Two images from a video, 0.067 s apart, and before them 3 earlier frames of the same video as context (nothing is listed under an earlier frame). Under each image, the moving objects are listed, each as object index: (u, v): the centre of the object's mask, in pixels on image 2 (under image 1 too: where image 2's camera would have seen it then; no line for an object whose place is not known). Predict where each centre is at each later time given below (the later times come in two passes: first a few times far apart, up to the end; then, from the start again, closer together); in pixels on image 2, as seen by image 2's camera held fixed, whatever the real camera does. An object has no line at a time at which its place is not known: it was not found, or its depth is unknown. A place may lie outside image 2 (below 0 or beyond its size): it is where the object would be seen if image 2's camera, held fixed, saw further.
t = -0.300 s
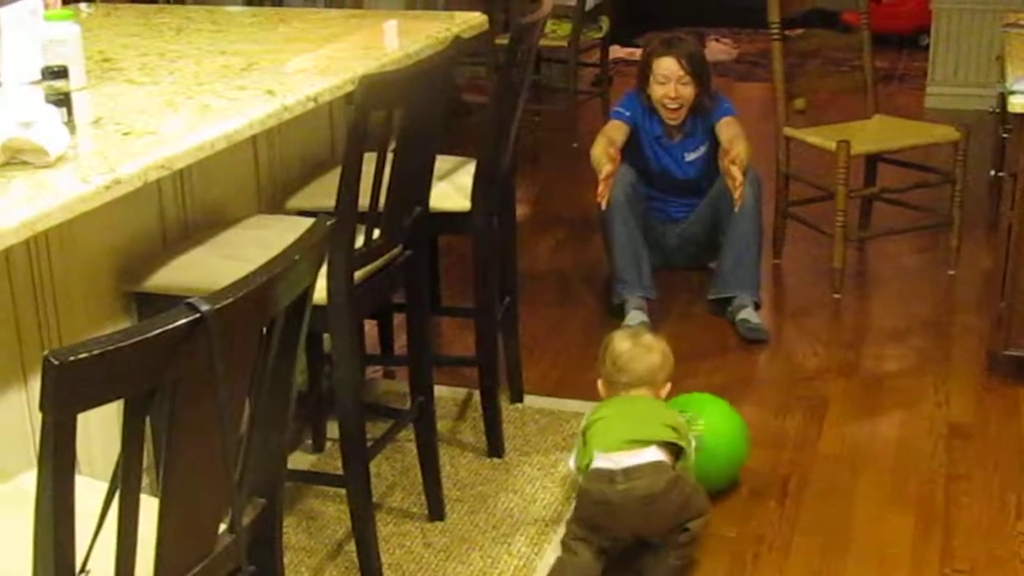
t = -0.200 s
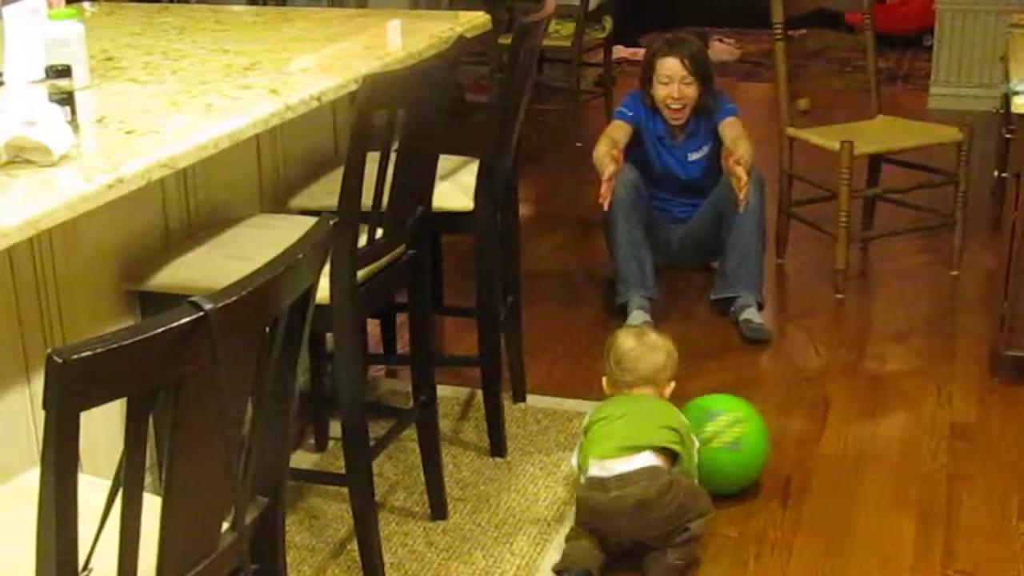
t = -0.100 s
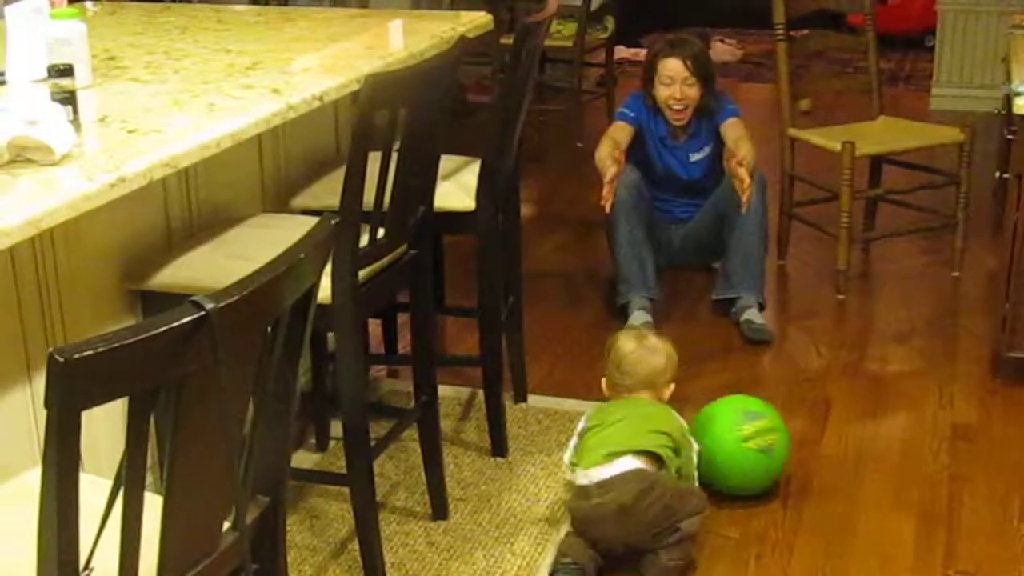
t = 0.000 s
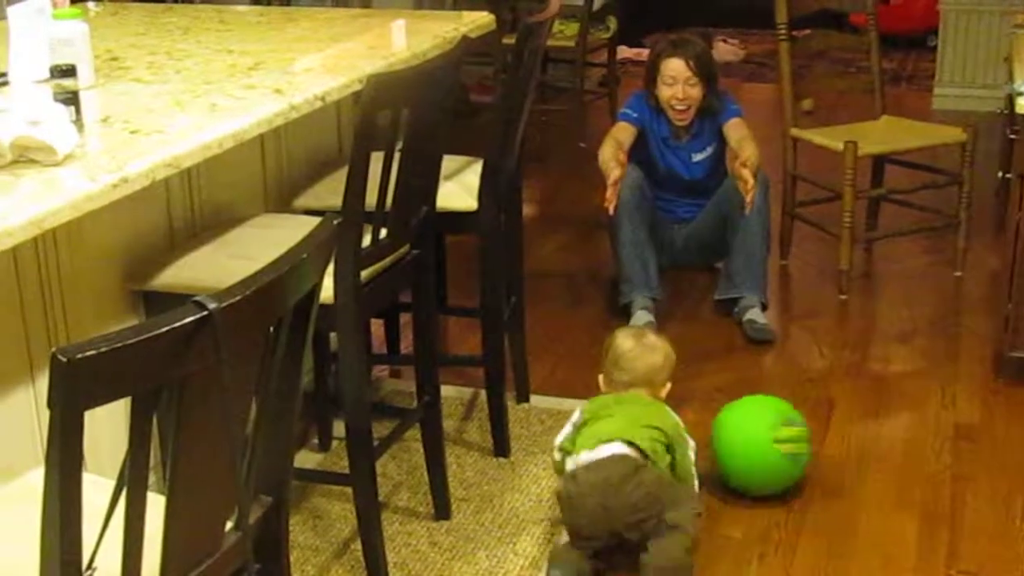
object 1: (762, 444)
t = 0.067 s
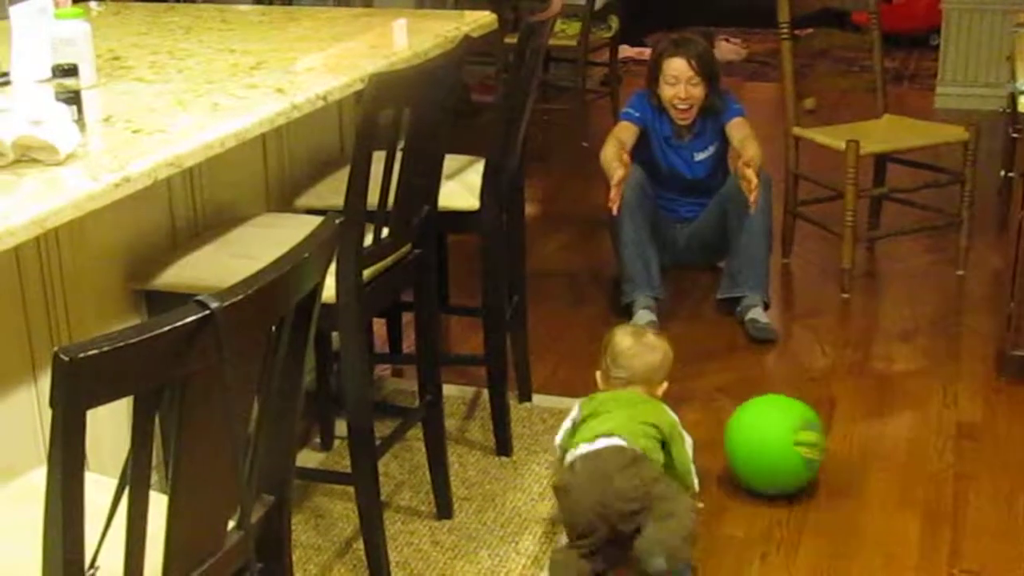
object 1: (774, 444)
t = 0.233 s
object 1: (802, 443)
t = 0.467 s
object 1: (836, 442)
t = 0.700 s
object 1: (863, 438)
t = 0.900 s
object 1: (881, 435)
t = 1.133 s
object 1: (901, 433)
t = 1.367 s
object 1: (917, 429)
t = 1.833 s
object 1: (943, 418)
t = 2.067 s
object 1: (954, 413)
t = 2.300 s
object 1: (966, 406)
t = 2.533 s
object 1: (978, 398)
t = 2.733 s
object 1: (987, 392)
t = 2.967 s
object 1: (996, 385)
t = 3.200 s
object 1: (1002, 380)
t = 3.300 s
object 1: (1003, 378)
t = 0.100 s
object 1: (779, 444)
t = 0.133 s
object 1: (786, 444)
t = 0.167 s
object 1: (792, 444)
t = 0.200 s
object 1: (797, 443)
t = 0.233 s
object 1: (802, 443)
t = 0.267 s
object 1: (807, 443)
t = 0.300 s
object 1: (813, 443)
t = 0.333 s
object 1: (818, 442)
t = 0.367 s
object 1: (823, 442)
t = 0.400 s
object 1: (827, 442)
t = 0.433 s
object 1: (832, 442)
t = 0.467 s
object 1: (836, 442)
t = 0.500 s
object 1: (840, 441)
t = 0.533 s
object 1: (845, 441)
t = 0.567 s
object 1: (849, 440)
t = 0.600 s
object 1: (853, 440)
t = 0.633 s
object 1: (856, 439)
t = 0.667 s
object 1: (860, 439)
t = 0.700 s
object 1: (863, 438)
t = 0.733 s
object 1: (867, 438)
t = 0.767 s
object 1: (870, 438)
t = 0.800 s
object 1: (873, 437)
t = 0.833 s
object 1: (876, 437)
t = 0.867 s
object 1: (879, 436)
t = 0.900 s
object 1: (881, 435)
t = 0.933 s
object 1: (884, 435)
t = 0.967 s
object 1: (886, 434)
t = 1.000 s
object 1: (890, 434)
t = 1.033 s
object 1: (892, 434)
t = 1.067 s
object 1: (894, 433)
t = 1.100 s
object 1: (898, 434)
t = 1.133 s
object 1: (901, 433)
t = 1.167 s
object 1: (904, 433)
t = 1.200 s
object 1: (906, 432)
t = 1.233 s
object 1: (909, 431)
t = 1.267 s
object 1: (911, 431)
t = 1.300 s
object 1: (913, 430)
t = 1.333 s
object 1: (915, 429)
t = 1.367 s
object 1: (917, 429)
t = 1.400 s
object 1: (919, 428)
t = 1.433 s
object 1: (921, 428)
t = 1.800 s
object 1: (941, 419)
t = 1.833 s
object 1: (943, 418)
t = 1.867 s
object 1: (944, 418)
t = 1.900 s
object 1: (945, 417)
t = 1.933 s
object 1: (948, 416)
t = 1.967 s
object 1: (949, 415)
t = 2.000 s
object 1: (950, 414)
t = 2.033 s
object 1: (952, 413)
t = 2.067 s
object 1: (954, 413)
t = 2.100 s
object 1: (956, 412)
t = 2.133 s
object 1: (958, 411)
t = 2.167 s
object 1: (959, 410)
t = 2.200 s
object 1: (961, 409)
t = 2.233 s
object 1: (963, 408)
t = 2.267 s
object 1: (965, 407)
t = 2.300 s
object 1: (966, 406)
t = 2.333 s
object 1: (968, 405)
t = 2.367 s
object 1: (970, 404)
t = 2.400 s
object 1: (971, 403)
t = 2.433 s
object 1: (973, 402)
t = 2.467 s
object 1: (975, 401)
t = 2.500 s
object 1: (976, 400)
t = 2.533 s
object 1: (978, 398)
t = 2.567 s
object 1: (980, 397)
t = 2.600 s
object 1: (982, 396)
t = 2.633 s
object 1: (983, 395)
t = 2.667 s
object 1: (984, 394)
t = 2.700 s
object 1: (986, 393)
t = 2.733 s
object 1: (987, 392)
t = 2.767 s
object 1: (989, 391)
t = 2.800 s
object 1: (990, 390)
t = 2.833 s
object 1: (992, 389)
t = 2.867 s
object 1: (993, 388)
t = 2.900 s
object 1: (995, 387)
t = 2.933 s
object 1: (996, 386)
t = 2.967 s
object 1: (996, 385)
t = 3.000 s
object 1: (998, 384)
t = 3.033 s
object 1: (998, 383)
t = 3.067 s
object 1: (999, 382)
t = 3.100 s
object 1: (1000, 381)
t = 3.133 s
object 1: (1001, 381)
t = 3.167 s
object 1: (1002, 380)
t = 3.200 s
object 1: (1002, 380)
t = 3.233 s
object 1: (1002, 379)
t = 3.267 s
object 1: (1003, 378)
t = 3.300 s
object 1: (1003, 378)
